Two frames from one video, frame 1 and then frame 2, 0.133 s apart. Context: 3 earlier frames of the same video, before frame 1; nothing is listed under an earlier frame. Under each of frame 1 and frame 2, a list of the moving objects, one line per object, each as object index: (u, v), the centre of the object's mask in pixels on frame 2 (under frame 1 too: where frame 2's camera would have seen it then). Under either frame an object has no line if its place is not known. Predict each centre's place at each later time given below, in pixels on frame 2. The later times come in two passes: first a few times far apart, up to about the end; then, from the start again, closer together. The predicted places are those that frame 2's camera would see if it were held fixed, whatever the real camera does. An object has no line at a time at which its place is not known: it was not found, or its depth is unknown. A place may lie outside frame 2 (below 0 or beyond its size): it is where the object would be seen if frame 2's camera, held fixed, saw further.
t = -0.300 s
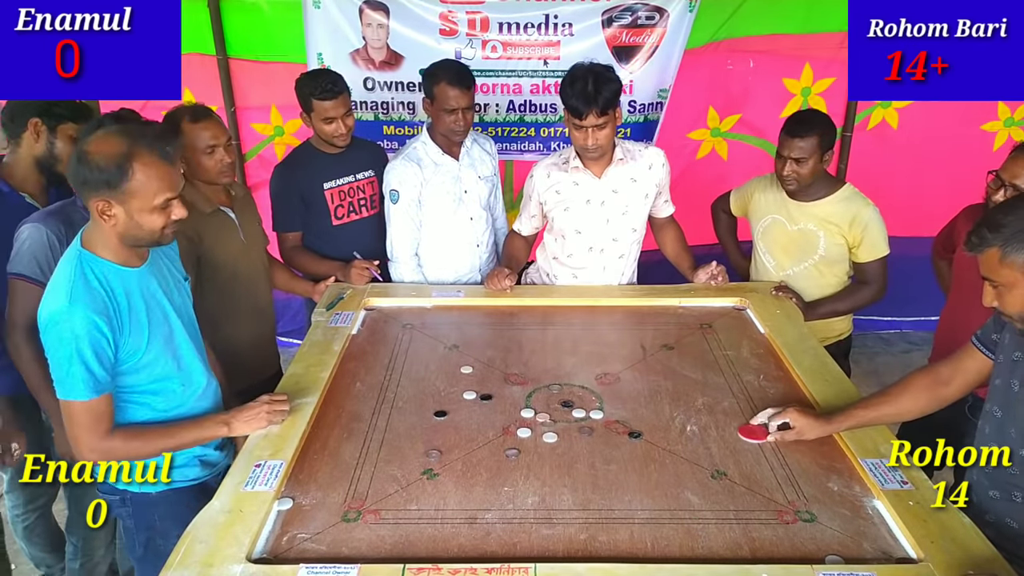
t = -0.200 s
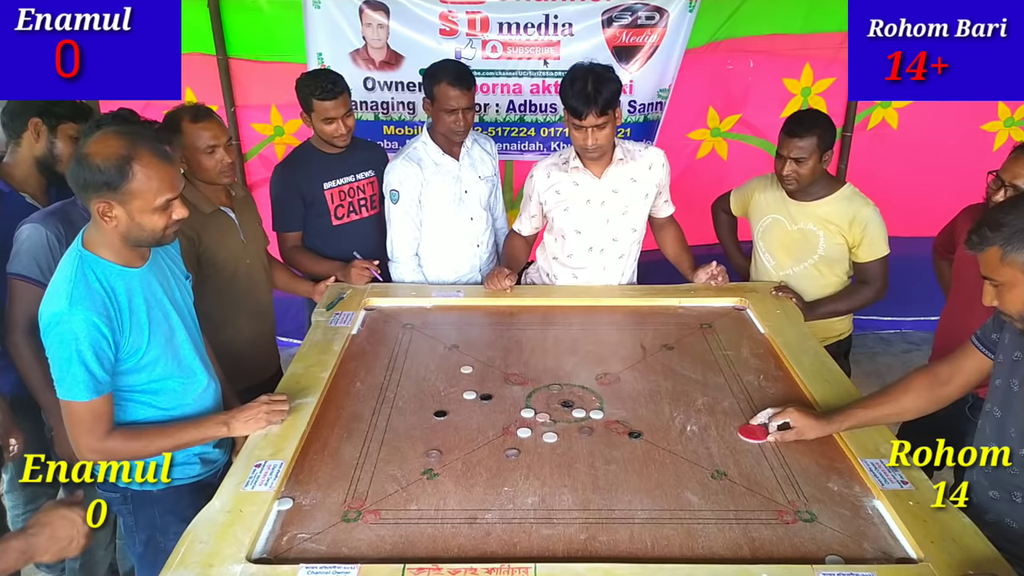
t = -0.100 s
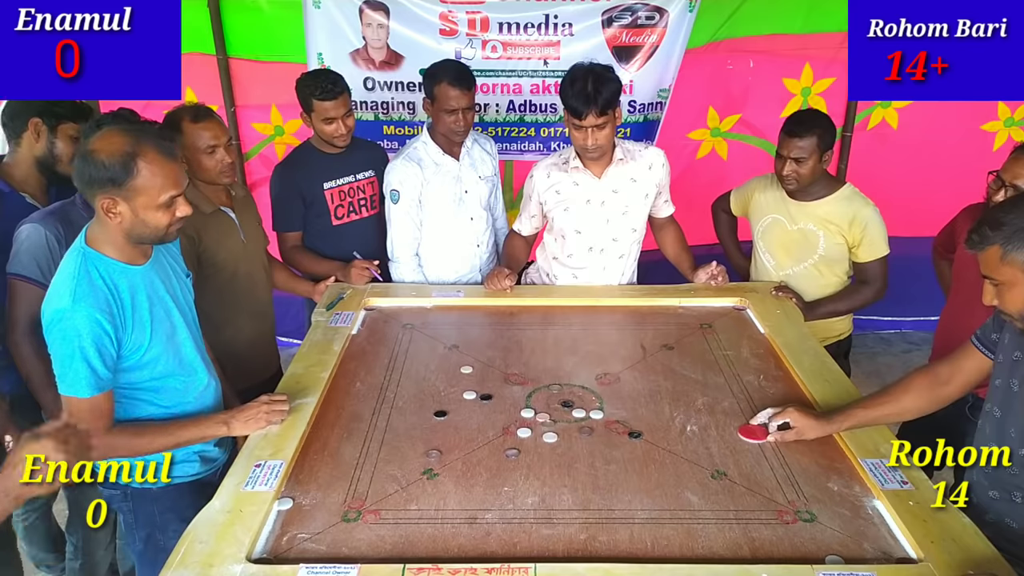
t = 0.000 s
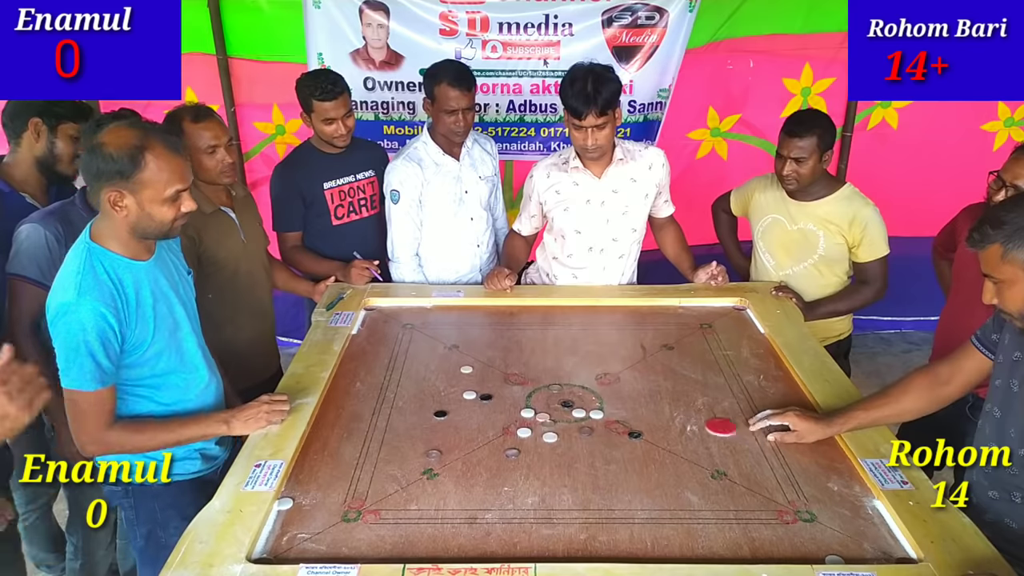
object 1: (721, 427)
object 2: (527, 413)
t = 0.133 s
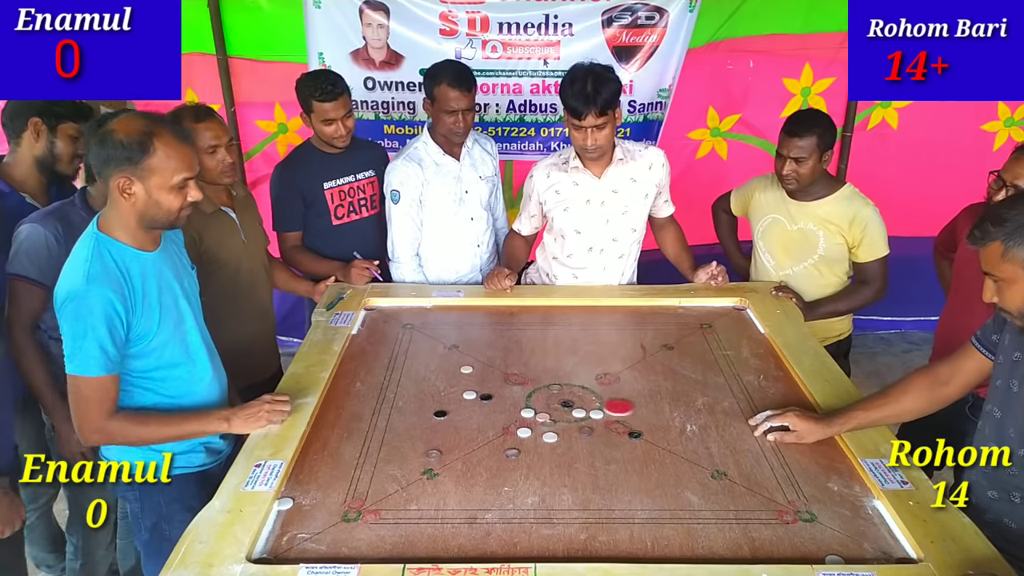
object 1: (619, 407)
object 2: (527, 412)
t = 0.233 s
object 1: (564, 393)
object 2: (527, 412)
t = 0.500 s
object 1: (497, 373)
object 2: (441, 433)
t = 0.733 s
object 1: (474, 365)
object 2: (409, 441)
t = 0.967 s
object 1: (472, 365)
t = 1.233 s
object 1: (472, 365)
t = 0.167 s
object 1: (597, 402)
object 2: (527, 412)
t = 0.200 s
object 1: (577, 398)
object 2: (527, 412)
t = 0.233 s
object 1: (564, 393)
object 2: (527, 412)
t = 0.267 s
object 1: (553, 390)
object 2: (515, 416)
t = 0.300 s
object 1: (543, 387)
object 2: (501, 419)
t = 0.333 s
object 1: (534, 384)
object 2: (489, 422)
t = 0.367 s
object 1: (525, 382)
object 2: (478, 425)
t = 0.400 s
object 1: (517, 379)
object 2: (467, 427)
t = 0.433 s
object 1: (510, 377)
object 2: (458, 429)
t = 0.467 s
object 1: (503, 375)
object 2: (449, 431)
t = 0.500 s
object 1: (497, 373)
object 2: (441, 433)
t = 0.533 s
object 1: (491, 371)
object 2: (433, 435)
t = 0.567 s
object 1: (487, 370)
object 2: (427, 437)
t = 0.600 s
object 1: (483, 369)
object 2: (421, 438)
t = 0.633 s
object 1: (480, 368)
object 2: (417, 439)
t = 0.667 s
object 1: (478, 367)
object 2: (413, 440)
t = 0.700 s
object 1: (476, 366)
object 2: (410, 441)
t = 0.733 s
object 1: (474, 365)
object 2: (409, 441)
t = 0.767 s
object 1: (473, 365)
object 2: (408, 441)
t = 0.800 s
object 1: (472, 365)
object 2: (408, 441)
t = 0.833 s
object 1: (472, 365)
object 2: (408, 441)
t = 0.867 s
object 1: (472, 364)
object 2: (408, 441)
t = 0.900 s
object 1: (472, 365)
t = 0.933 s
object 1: (472, 364)
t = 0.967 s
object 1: (472, 365)
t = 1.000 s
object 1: (472, 365)
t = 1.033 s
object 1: (472, 364)
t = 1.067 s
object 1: (472, 365)
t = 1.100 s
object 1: (472, 365)
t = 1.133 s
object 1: (472, 365)
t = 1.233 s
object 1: (472, 365)
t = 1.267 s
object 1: (472, 365)
